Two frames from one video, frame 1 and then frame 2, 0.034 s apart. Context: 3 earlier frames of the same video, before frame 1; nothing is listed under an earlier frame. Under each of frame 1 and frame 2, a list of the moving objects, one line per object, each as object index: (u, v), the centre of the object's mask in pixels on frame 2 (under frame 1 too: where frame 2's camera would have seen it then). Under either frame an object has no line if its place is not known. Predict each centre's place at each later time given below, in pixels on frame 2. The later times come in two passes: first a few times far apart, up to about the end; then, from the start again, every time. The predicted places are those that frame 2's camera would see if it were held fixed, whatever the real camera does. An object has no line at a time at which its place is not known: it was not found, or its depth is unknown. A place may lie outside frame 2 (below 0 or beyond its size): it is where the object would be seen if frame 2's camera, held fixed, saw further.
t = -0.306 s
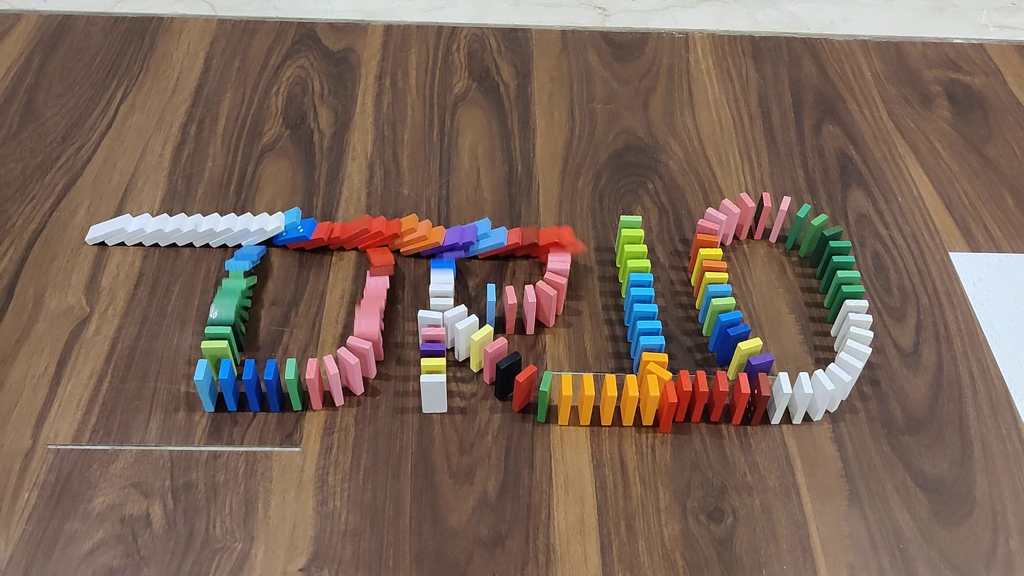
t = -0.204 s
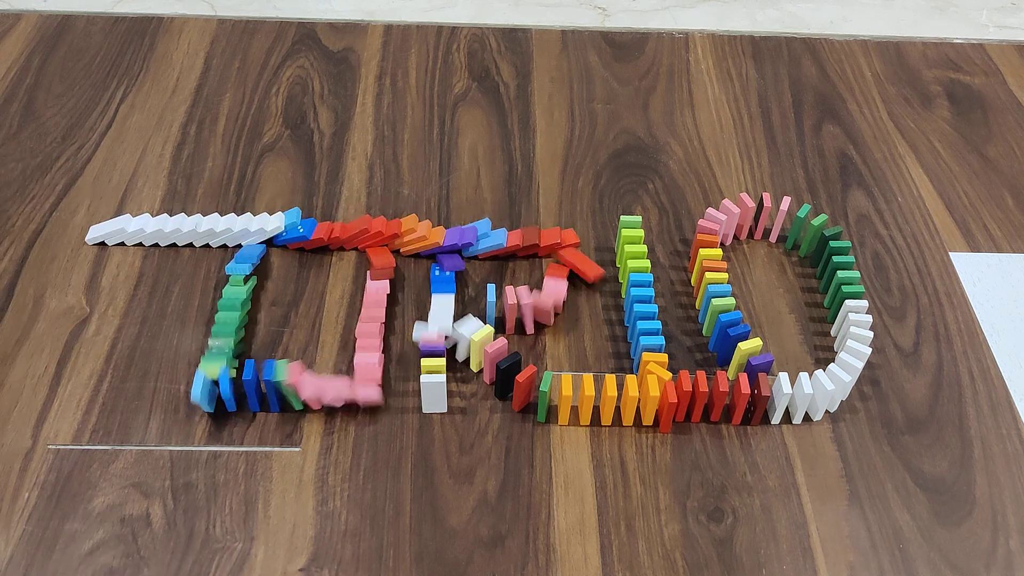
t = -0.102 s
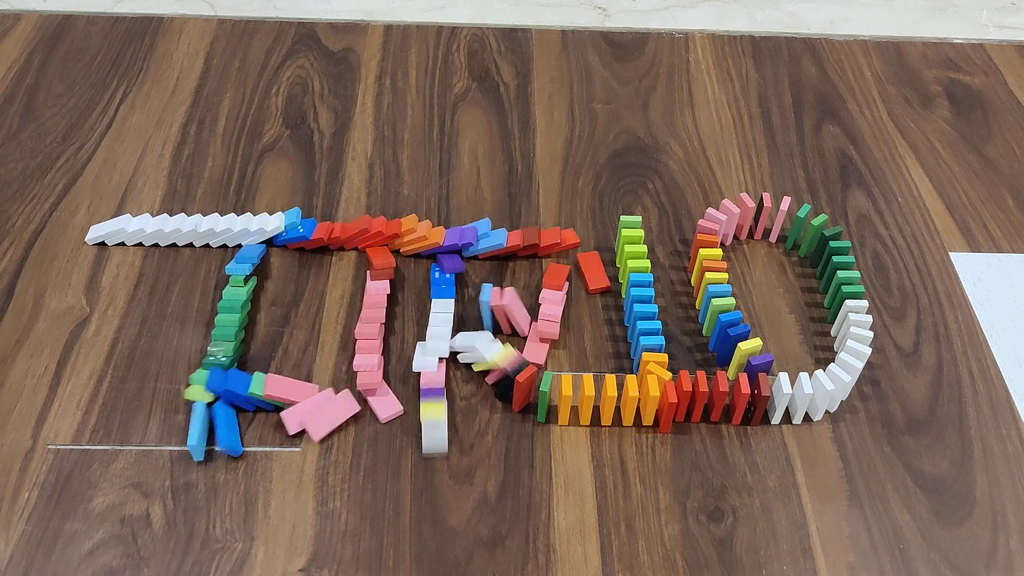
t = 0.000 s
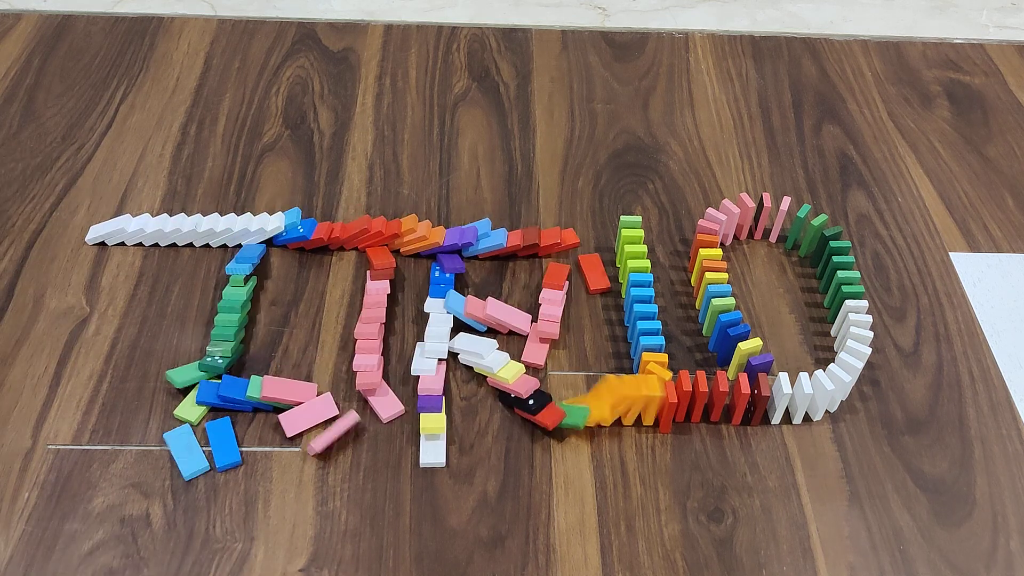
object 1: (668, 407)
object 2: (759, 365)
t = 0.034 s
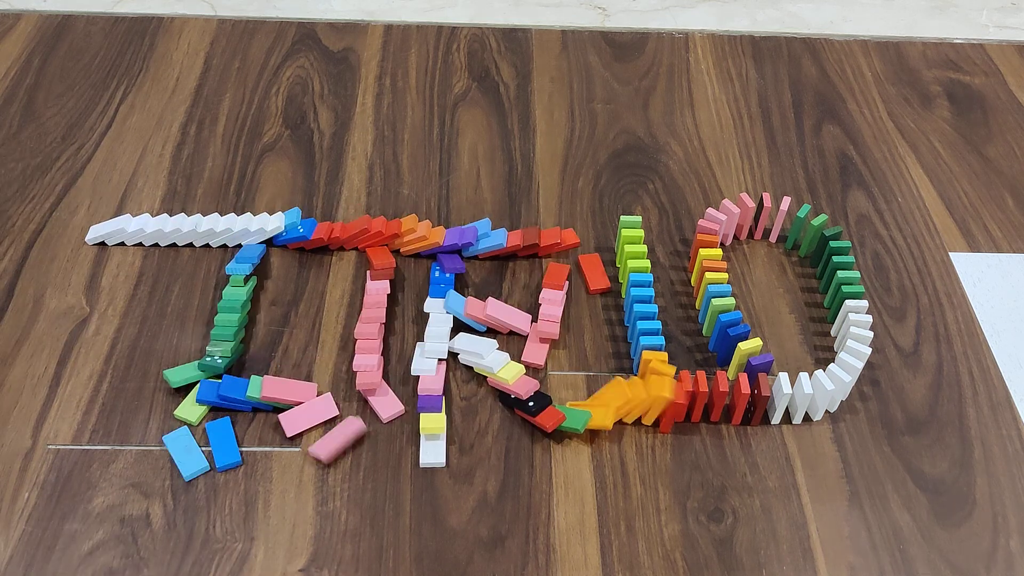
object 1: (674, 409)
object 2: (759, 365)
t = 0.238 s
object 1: (698, 428)
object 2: (758, 368)
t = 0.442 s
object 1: (703, 444)
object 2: (757, 370)
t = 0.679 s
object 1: (703, 444)
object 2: (757, 369)
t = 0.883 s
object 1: (703, 444)
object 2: (771, 392)
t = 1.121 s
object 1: (703, 444)
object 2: (770, 396)
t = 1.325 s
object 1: (703, 444)
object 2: (770, 396)
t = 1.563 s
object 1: (703, 444)
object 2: (770, 396)
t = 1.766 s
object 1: (703, 444)
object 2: (770, 396)
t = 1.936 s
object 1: (703, 444)
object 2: (770, 396)
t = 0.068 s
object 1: (679, 411)
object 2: (759, 365)
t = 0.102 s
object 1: (686, 413)
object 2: (759, 365)
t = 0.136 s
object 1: (691, 416)
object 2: (760, 364)
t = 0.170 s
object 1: (694, 421)
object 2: (760, 365)
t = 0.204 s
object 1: (696, 425)
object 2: (759, 367)
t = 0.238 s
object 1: (698, 428)
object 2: (758, 368)
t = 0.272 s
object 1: (699, 431)
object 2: (758, 369)
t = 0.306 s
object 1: (700, 435)
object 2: (757, 369)
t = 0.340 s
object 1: (701, 439)
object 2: (757, 369)
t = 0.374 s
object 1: (703, 442)
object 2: (757, 369)
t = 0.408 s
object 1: (703, 444)
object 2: (757, 369)
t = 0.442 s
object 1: (703, 444)
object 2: (757, 370)
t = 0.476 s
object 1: (703, 444)
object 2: (757, 370)
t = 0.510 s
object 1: (703, 444)
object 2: (757, 370)
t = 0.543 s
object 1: (703, 444)
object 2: (757, 370)
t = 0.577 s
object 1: (703, 444)
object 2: (757, 370)
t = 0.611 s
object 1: (703, 444)
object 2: (757, 370)
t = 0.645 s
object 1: (703, 444)
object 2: (757, 369)
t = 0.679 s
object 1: (703, 444)
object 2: (757, 369)
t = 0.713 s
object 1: (703, 444)
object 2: (757, 369)
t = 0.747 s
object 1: (703, 444)
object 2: (757, 369)
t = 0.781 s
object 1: (703, 444)
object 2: (757, 370)
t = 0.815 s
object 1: (703, 444)
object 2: (757, 372)
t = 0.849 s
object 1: (703, 444)
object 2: (767, 383)
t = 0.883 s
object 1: (703, 444)
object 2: (771, 392)
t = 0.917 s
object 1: (703, 444)
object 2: (770, 395)
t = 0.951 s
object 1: (703, 444)
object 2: (769, 396)
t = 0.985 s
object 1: (703, 444)
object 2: (770, 396)
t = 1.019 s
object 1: (703, 444)
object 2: (770, 396)
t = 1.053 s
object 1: (703, 444)
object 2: (770, 396)
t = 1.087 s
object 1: (703, 444)
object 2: (770, 396)
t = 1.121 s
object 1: (703, 444)
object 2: (770, 396)
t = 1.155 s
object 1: (703, 444)
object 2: (770, 396)
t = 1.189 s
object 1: (703, 444)
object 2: (770, 396)
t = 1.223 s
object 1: (703, 444)
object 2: (770, 396)
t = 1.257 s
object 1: (703, 444)
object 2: (770, 396)
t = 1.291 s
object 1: (703, 444)
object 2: (770, 396)
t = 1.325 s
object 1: (703, 444)
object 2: (770, 396)
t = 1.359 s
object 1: (703, 444)
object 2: (770, 396)
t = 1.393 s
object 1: (703, 444)
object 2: (770, 396)
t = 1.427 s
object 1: (703, 444)
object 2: (770, 396)
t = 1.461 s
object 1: (703, 444)
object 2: (770, 396)
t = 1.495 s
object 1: (703, 444)
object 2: (770, 396)
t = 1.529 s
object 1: (703, 444)
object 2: (770, 396)
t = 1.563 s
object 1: (703, 444)
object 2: (770, 396)
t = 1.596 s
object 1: (703, 444)
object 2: (770, 396)
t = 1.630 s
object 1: (703, 444)
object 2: (770, 396)
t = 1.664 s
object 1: (703, 444)
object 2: (770, 396)
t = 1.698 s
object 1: (703, 444)
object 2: (770, 396)
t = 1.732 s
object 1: (703, 444)
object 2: (770, 396)
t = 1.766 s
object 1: (703, 444)
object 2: (770, 396)
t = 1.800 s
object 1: (703, 444)
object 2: (770, 396)
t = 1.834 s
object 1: (703, 444)
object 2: (770, 396)
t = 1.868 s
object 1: (703, 444)
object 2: (770, 396)
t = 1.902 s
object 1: (703, 444)
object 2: (770, 396)
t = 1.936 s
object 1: (703, 444)
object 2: (770, 396)
